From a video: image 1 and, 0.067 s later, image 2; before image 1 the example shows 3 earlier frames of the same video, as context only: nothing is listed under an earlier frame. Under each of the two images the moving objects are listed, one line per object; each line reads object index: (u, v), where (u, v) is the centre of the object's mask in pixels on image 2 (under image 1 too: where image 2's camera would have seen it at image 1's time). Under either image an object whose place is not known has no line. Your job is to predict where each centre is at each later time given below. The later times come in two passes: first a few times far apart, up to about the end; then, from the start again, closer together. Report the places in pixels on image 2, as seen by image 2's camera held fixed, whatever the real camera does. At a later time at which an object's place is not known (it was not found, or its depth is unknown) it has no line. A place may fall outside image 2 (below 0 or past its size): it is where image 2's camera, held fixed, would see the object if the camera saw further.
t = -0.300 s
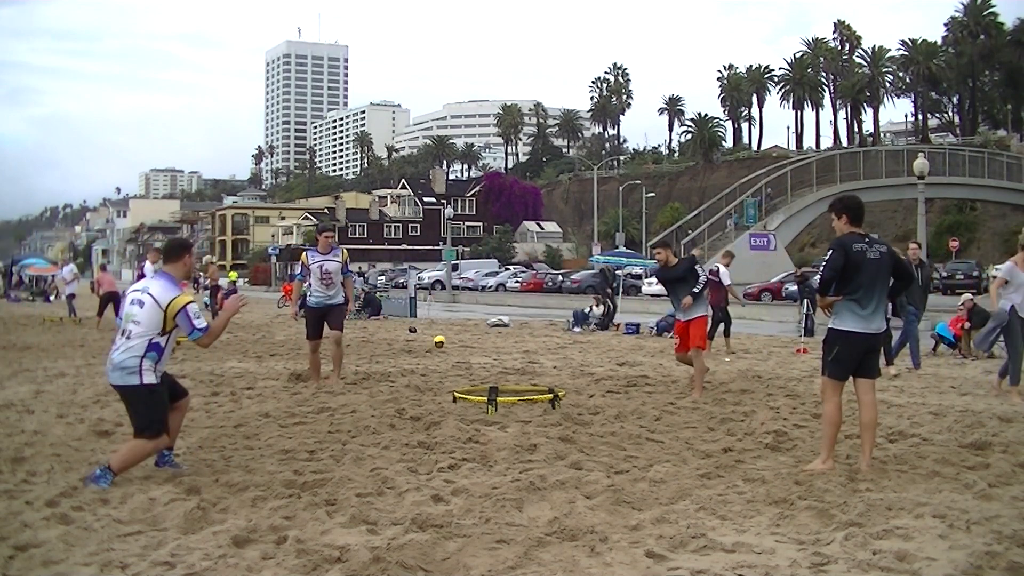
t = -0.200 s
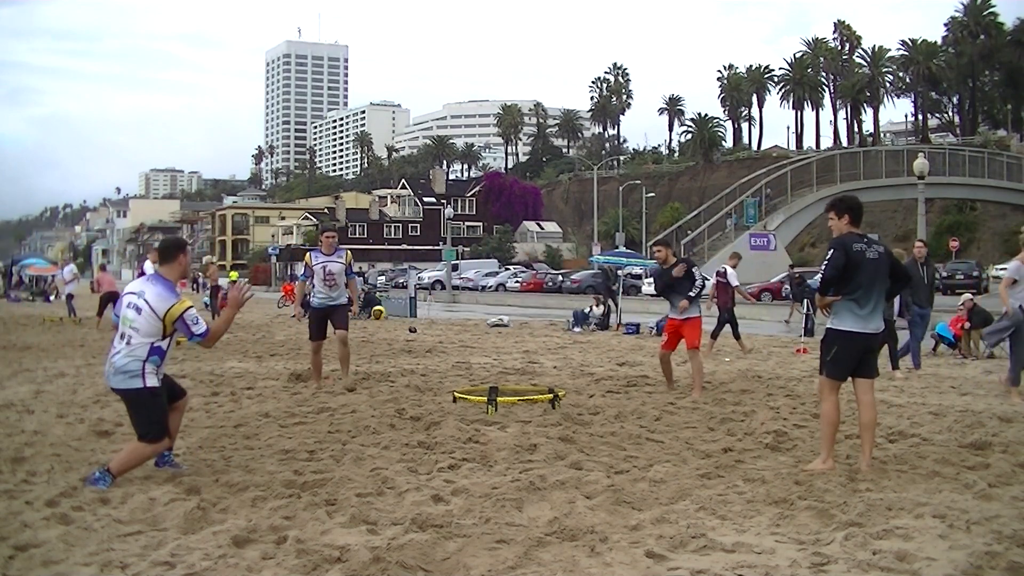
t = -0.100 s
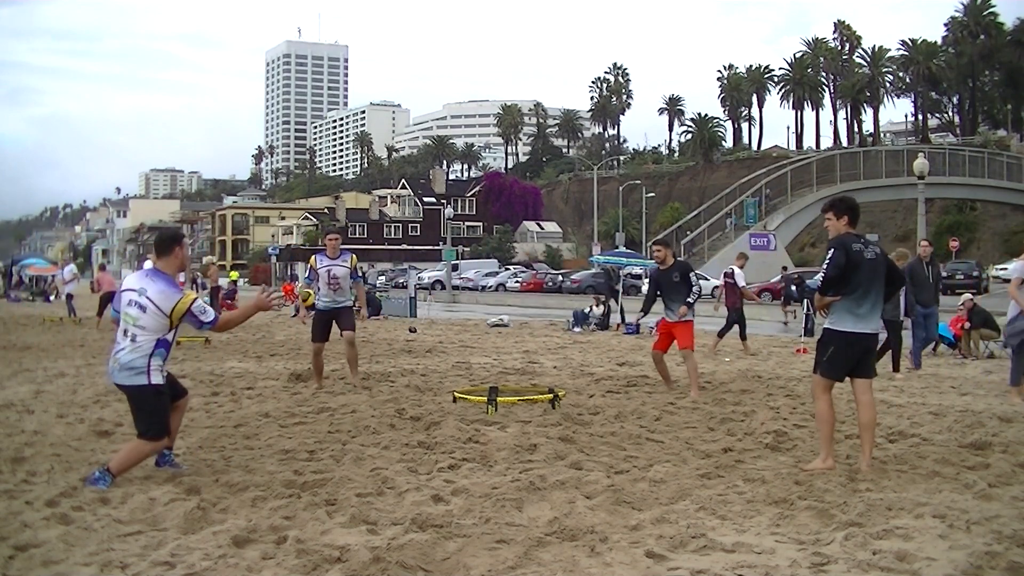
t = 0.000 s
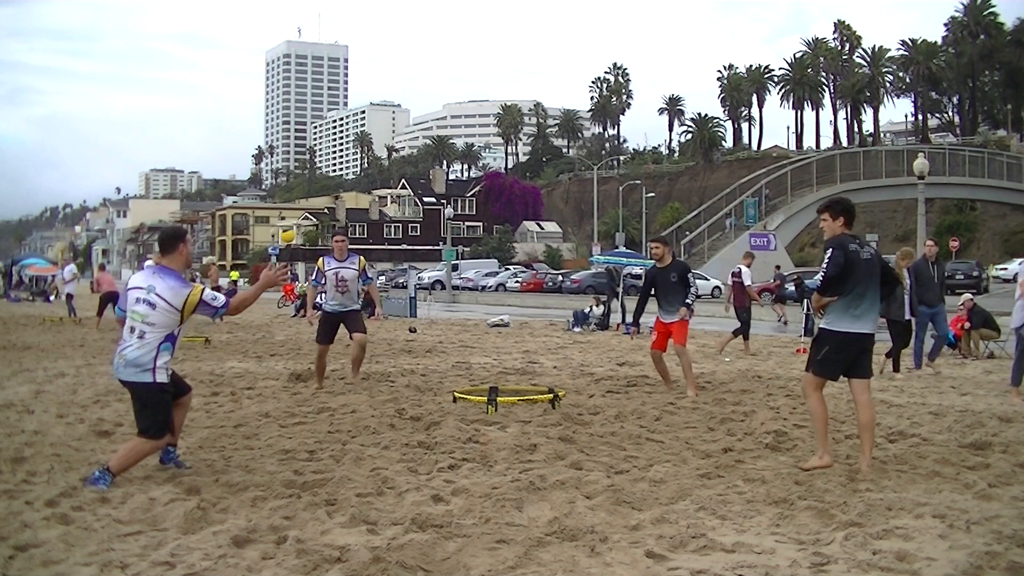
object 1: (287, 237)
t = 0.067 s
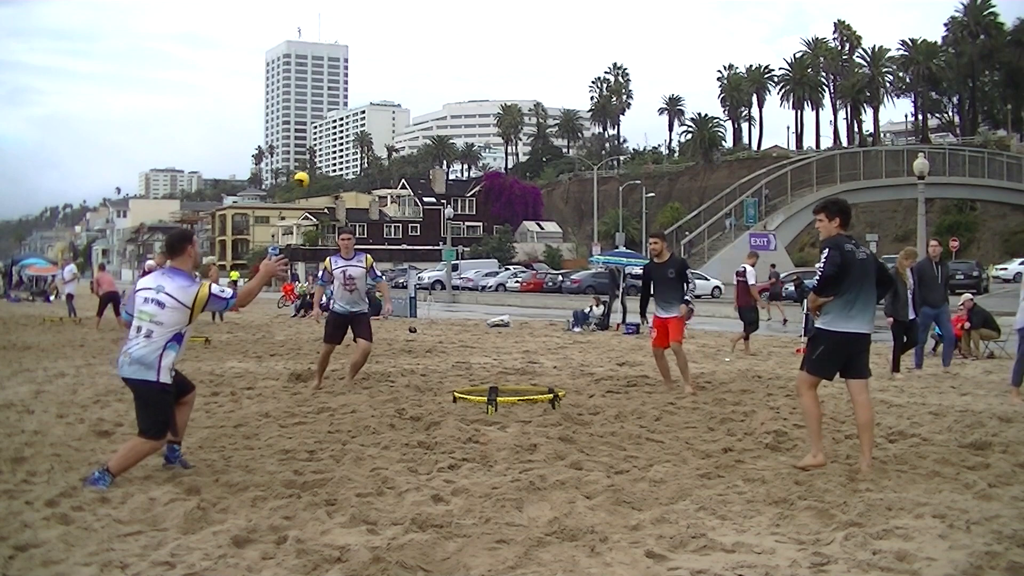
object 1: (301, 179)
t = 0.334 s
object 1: (353, 54)
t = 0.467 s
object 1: (376, 35)
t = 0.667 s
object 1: (407, 51)
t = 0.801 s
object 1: (425, 86)
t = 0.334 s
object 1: (353, 54)
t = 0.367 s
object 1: (359, 47)
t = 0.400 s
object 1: (365, 41)
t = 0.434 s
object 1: (370, 38)
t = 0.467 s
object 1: (376, 35)
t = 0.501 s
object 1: (381, 35)
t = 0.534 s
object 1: (387, 35)
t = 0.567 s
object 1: (391, 37)
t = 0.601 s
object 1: (397, 41)
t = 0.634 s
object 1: (402, 46)
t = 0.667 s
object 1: (407, 51)
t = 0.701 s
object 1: (412, 58)
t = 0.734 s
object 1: (416, 66)
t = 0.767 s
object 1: (421, 76)
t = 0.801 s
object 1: (425, 86)
